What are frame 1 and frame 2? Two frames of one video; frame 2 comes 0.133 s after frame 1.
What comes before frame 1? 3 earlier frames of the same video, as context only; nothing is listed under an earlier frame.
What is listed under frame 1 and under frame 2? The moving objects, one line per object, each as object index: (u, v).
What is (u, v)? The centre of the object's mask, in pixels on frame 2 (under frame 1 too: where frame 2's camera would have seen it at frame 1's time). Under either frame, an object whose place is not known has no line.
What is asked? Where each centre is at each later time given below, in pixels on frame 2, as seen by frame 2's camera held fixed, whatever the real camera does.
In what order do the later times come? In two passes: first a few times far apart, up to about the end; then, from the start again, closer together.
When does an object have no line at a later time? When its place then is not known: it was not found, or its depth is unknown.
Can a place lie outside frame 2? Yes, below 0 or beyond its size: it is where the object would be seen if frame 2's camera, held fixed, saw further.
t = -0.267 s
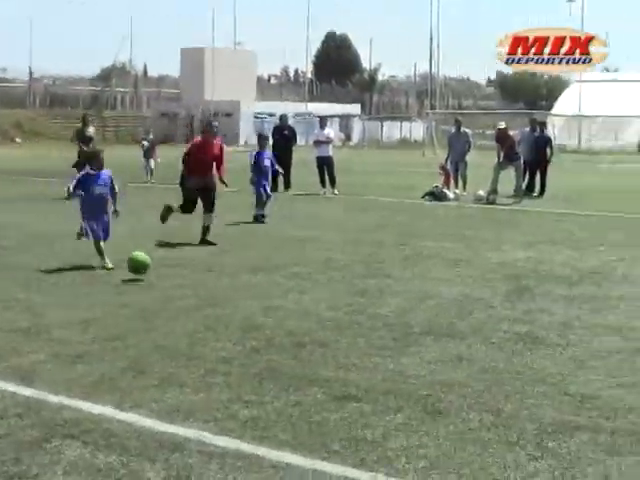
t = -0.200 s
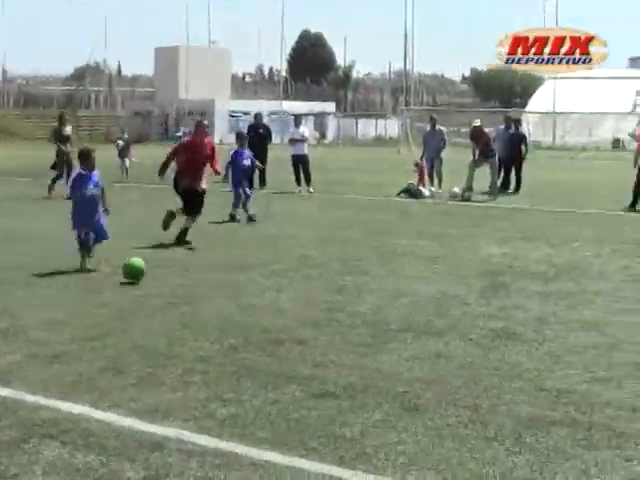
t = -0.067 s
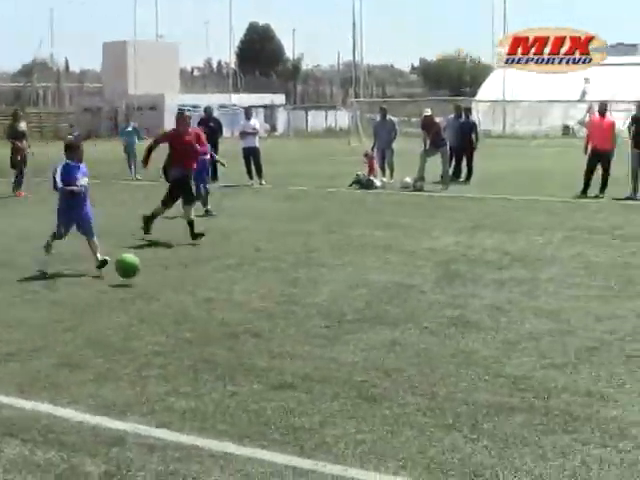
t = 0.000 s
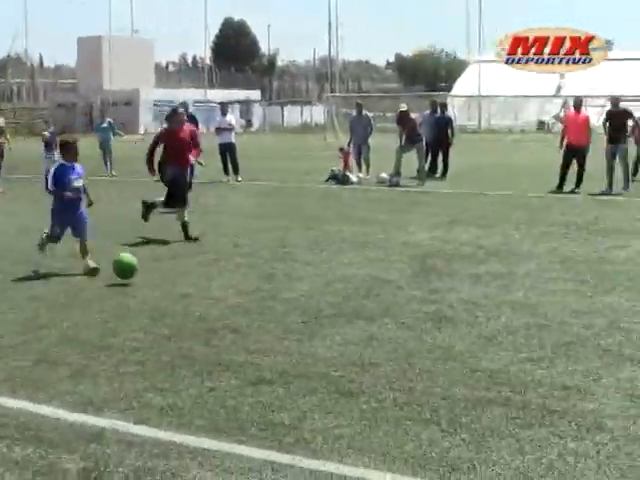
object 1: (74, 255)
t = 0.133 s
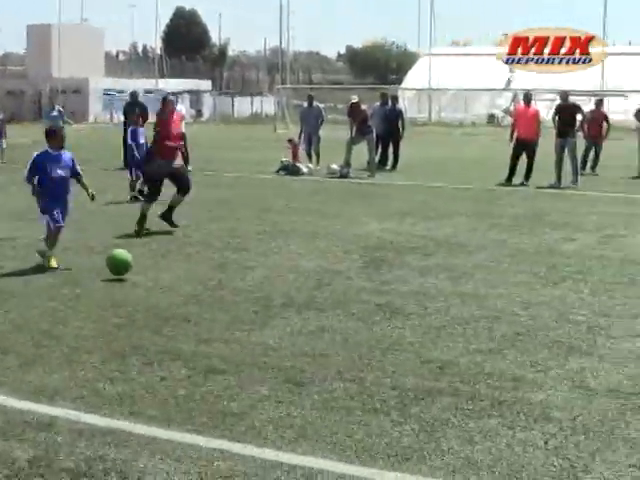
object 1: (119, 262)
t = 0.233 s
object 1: (153, 264)
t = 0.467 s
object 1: (239, 276)
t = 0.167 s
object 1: (129, 261)
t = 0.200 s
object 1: (141, 262)
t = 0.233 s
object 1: (153, 264)
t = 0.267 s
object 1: (165, 269)
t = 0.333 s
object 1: (189, 276)
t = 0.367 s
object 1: (201, 273)
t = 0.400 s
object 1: (214, 273)
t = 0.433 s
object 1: (226, 274)
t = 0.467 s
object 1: (239, 276)
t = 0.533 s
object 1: (264, 287)
